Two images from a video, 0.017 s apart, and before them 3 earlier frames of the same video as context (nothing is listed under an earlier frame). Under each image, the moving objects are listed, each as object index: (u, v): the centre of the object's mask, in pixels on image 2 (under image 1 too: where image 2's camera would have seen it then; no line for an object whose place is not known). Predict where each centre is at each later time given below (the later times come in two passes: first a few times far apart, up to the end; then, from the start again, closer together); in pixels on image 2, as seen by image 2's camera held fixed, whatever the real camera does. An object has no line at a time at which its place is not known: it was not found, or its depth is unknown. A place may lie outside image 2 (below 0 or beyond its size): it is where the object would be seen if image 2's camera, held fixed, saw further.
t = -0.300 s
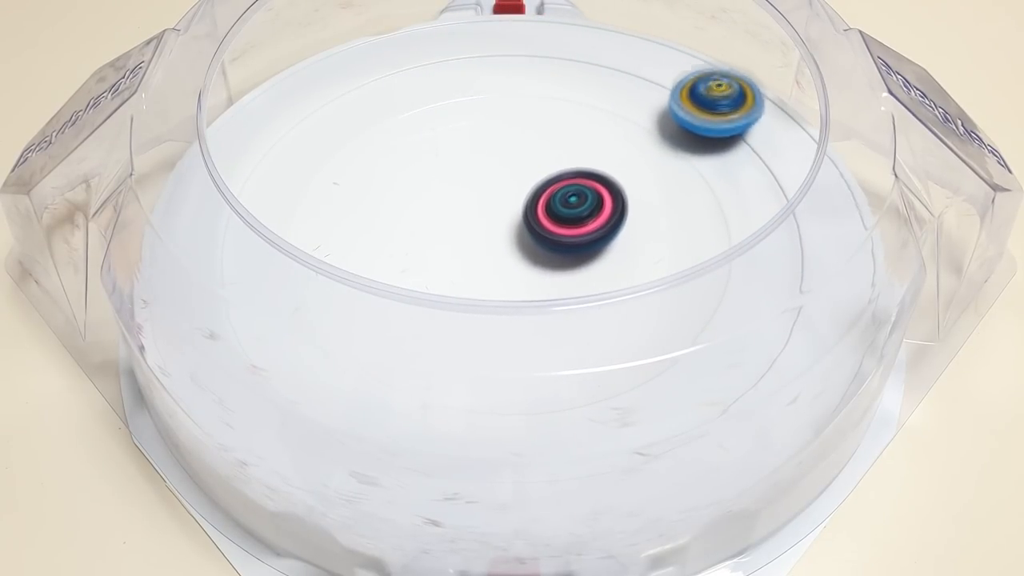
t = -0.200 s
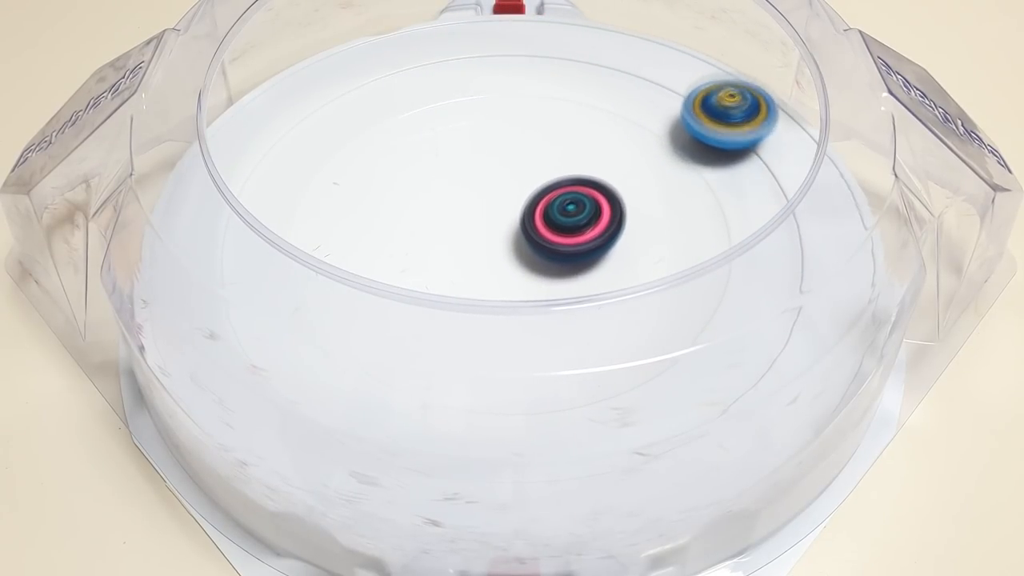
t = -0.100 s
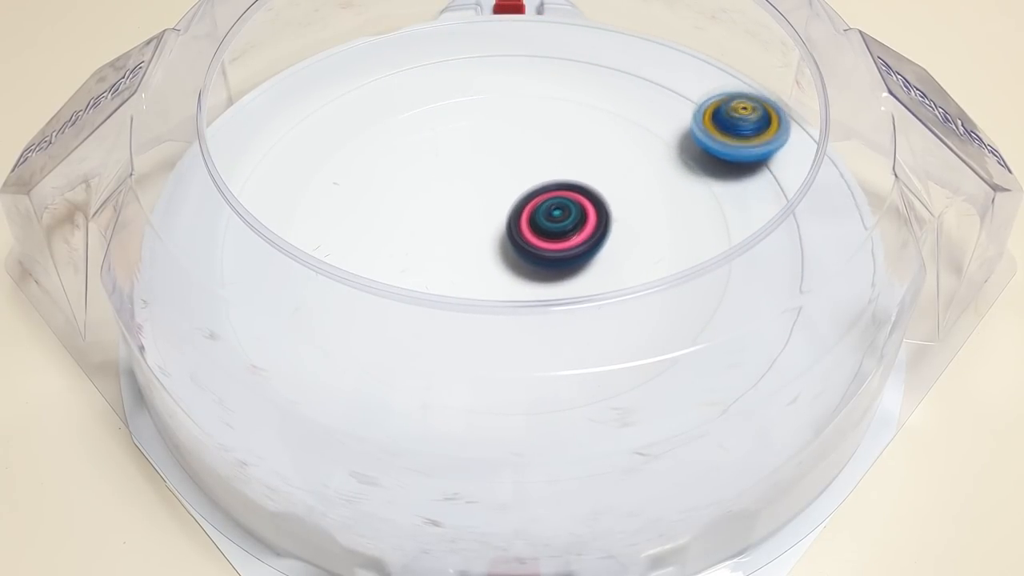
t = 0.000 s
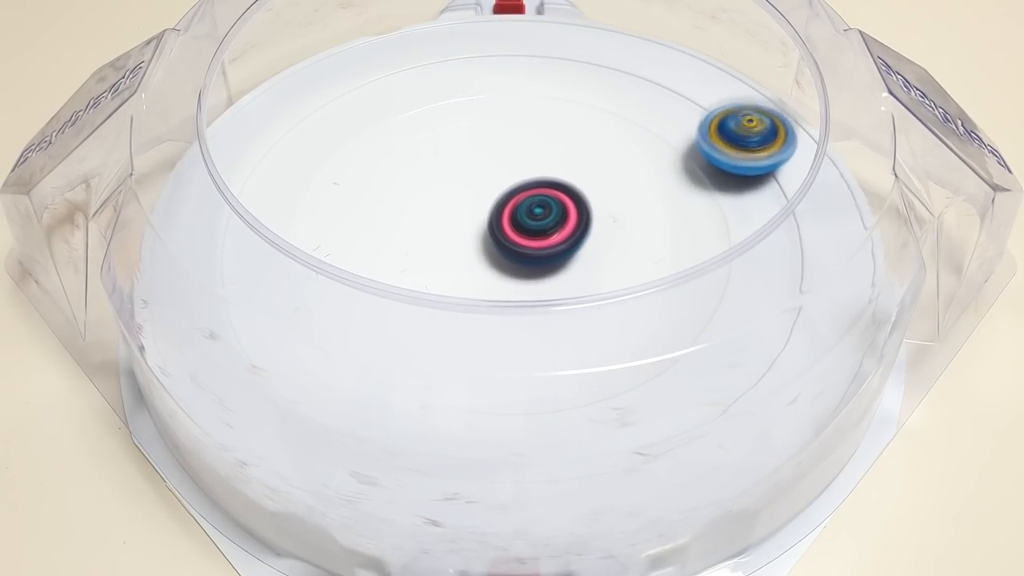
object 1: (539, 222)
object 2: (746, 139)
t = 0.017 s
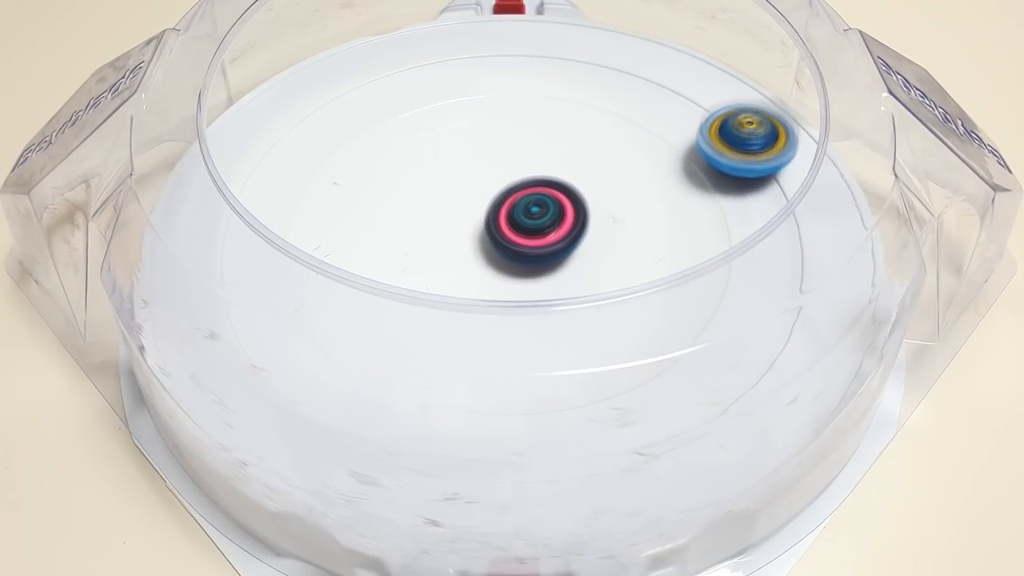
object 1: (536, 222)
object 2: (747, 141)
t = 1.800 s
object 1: (251, 301)
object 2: (691, 88)
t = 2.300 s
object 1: (337, 315)
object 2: (729, 145)
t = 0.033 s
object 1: (533, 221)
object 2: (747, 143)
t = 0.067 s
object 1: (528, 217)
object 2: (747, 147)
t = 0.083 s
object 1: (526, 215)
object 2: (747, 150)
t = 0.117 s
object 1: (522, 211)
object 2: (745, 153)
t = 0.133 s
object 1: (520, 209)
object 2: (745, 155)
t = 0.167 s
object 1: (518, 205)
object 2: (743, 159)
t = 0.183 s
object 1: (517, 202)
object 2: (742, 161)
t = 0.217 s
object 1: (516, 198)
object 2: (738, 165)
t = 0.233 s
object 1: (516, 195)
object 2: (737, 167)
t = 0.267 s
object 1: (517, 192)
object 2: (732, 170)
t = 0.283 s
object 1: (518, 190)
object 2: (730, 173)
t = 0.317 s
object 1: (520, 187)
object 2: (724, 176)
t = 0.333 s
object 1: (520, 187)
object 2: (719, 176)
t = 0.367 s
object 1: (523, 185)
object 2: (705, 175)
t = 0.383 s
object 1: (524, 185)
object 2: (694, 171)
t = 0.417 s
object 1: (526, 184)
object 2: (668, 162)
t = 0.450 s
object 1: (529, 184)
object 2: (640, 154)
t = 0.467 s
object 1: (528, 185)
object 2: (623, 152)
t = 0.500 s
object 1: (515, 193)
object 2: (602, 145)
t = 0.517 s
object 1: (509, 197)
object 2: (587, 143)
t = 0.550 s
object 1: (478, 221)
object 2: (574, 125)
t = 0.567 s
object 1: (458, 235)
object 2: (575, 110)
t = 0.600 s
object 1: (422, 251)
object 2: (567, 87)
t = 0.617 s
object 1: (407, 254)
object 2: (558, 78)
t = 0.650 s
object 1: (371, 277)
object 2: (538, 68)
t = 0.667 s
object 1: (354, 288)
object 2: (531, 63)
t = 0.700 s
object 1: (325, 291)
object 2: (525, 56)
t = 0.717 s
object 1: (313, 289)
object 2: (524, 52)
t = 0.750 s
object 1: (298, 279)
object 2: (529, 46)
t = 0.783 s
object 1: (287, 276)
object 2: (537, 39)
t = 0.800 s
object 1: (284, 278)
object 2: (537, 36)
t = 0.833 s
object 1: (269, 273)
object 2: (525, 44)
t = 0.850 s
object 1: (255, 285)
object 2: (522, 45)
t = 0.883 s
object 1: (242, 282)
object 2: (520, 48)
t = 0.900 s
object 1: (237, 279)
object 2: (522, 46)
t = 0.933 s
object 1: (225, 276)
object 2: (528, 46)
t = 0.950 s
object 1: (224, 273)
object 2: (534, 45)
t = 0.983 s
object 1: (229, 271)
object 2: (544, 44)
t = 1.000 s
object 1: (231, 268)
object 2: (549, 42)
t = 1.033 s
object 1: (235, 263)
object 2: (554, 39)
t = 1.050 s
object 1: (235, 262)
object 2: (553, 40)
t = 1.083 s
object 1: (234, 259)
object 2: (544, 41)
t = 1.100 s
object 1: (233, 259)
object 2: (539, 42)
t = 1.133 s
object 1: (227, 260)
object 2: (536, 43)
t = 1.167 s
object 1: (232, 258)
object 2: (539, 46)
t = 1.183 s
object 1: (234, 257)
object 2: (543, 47)
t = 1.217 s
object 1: (235, 258)
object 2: (552, 50)
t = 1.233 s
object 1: (234, 258)
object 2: (557, 51)
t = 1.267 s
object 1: (231, 261)
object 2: (566, 53)
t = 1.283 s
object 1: (228, 263)
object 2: (570, 54)
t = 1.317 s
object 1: (228, 266)
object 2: (579, 56)
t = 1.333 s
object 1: (228, 266)
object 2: (584, 57)
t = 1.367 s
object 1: (228, 268)
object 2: (593, 59)
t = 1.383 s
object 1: (229, 268)
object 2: (597, 60)
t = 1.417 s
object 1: (233, 270)
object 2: (607, 63)
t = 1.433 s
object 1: (234, 271)
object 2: (612, 64)
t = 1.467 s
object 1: (234, 274)
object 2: (621, 66)
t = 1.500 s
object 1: (233, 277)
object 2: (631, 68)
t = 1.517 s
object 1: (232, 278)
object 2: (636, 69)
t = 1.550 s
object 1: (236, 280)
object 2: (645, 71)
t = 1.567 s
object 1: (238, 282)
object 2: (651, 73)
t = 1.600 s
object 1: (239, 284)
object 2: (660, 75)
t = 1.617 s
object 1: (240, 286)
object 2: (665, 76)
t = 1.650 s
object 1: (241, 289)
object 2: (674, 78)
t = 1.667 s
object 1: (242, 290)
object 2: (677, 79)
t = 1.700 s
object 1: (244, 293)
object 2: (681, 80)
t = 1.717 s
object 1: (244, 294)
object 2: (681, 81)
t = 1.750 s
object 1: (247, 297)
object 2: (683, 84)
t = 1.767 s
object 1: (248, 298)
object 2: (686, 85)
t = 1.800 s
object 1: (251, 301)
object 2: (691, 88)
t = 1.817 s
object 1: (252, 302)
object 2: (693, 90)
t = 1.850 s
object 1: (256, 304)
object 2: (700, 94)
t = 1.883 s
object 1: (259, 306)
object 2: (706, 97)
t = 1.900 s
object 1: (262, 306)
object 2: (708, 100)
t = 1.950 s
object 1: (266, 316)
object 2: (712, 104)
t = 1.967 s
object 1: (268, 318)
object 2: (714, 105)
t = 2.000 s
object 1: (274, 319)
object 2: (718, 110)
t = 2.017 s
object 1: (277, 319)
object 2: (719, 111)
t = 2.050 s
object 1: (283, 322)
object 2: (722, 115)
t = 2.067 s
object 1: (286, 322)
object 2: (724, 117)
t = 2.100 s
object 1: (292, 324)
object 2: (727, 121)
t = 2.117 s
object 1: (296, 324)
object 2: (728, 122)
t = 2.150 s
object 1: (301, 326)
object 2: (730, 127)
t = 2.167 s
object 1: (305, 326)
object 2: (730, 129)
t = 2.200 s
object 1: (314, 321)
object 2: (731, 133)
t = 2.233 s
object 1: (321, 321)
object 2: (731, 137)
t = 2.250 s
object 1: (325, 321)
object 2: (731, 139)
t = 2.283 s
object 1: (333, 318)
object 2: (730, 144)
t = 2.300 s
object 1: (337, 315)
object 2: (729, 145)
